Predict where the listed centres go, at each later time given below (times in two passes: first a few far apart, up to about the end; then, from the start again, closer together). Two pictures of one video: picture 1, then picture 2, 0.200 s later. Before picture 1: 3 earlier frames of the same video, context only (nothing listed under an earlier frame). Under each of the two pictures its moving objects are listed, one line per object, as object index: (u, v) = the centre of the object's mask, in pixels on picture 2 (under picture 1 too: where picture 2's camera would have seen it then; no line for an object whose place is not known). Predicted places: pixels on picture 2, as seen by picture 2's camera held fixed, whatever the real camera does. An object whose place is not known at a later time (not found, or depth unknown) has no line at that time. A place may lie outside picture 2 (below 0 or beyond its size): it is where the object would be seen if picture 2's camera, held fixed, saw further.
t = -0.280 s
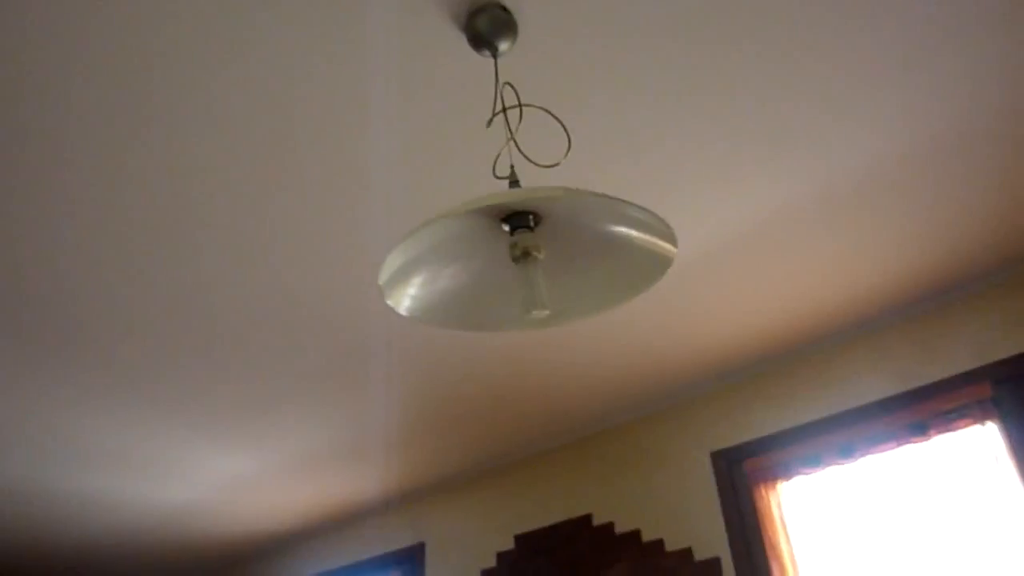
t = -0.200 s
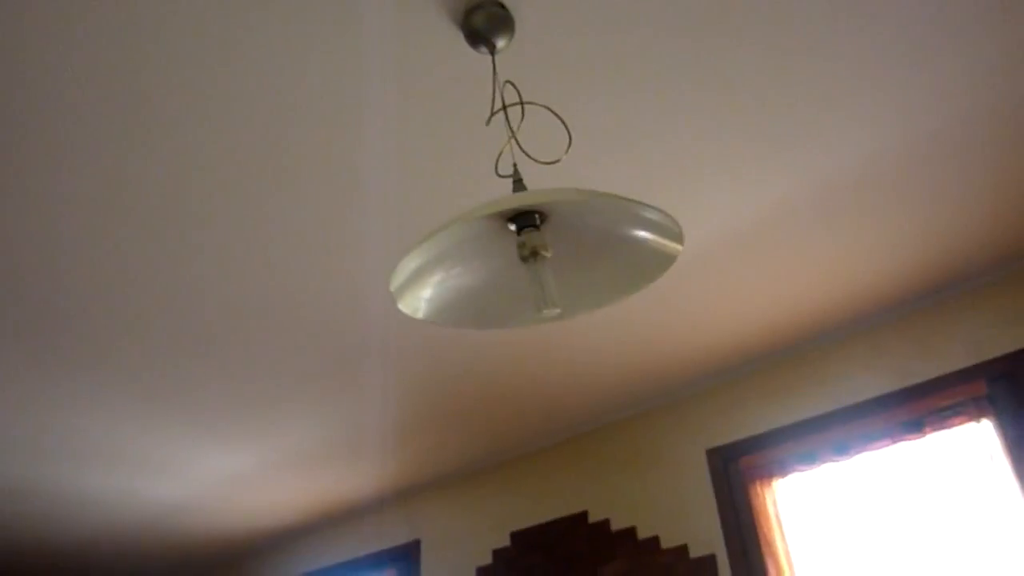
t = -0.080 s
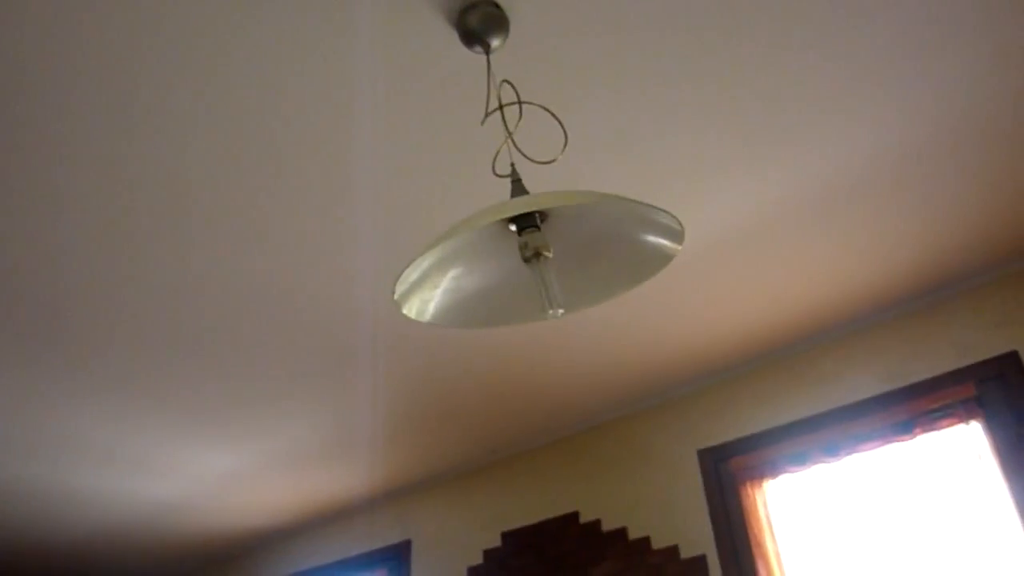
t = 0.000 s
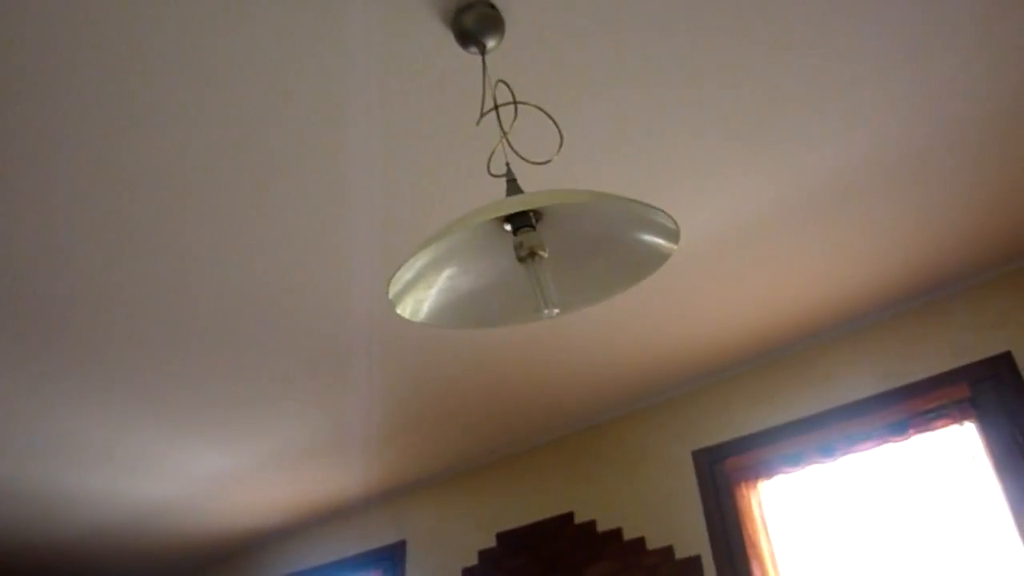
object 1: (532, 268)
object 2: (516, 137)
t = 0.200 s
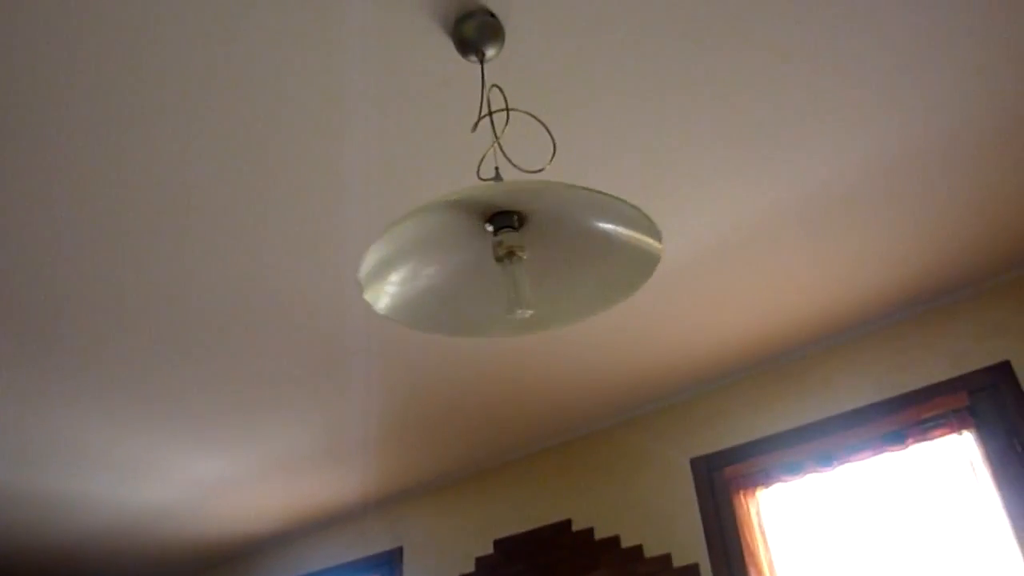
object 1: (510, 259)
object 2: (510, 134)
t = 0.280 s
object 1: (495, 254)
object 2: (508, 130)
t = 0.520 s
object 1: (451, 236)
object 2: (483, 109)
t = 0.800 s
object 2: (481, 114)
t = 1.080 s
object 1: (492, 264)
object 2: (499, 139)
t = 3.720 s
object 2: (482, 110)
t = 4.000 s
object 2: (500, 134)
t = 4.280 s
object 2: (505, 133)
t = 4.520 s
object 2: (492, 120)
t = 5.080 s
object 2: (486, 106)
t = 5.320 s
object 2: (496, 122)
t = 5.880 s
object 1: (515, 258)
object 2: (505, 132)
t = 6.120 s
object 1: (476, 245)
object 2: (490, 110)
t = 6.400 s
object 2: (484, 108)
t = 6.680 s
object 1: (482, 254)
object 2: (490, 118)
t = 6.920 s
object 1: (519, 265)
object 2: (507, 135)
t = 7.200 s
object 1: (523, 263)
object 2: (508, 133)
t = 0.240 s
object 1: (503, 257)
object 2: (509, 133)
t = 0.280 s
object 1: (495, 254)
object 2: (508, 130)
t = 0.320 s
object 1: (487, 250)
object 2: (494, 118)
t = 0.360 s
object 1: (479, 247)
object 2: (491, 115)
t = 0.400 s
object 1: (471, 243)
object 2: (489, 113)
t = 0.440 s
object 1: (463, 240)
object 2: (486, 111)
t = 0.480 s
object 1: (457, 238)
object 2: (484, 109)
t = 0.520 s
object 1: (451, 236)
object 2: (483, 109)
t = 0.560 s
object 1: (449, 236)
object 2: (483, 110)
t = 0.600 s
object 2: (483, 110)
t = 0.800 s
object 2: (481, 114)
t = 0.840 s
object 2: (482, 116)
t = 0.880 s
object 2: (483, 120)
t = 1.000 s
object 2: (497, 137)
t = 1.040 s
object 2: (498, 138)
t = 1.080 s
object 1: (492, 264)
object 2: (499, 139)
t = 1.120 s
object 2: (501, 138)
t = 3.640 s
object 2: (480, 107)
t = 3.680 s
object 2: (480, 109)
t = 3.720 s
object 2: (482, 110)
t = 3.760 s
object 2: (483, 112)
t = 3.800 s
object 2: (484, 115)
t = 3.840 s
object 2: (486, 117)
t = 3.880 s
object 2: (487, 123)
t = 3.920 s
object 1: (492, 258)
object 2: (496, 134)
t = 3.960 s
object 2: (498, 134)
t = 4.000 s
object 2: (500, 134)
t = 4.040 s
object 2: (502, 134)
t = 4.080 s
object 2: (503, 134)
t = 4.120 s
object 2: (504, 135)
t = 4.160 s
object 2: (505, 134)
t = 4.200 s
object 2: (505, 134)
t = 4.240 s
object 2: (505, 134)
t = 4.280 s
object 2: (505, 133)
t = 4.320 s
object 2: (505, 133)
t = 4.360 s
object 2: (504, 133)
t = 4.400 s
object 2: (504, 133)
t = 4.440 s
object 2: (503, 132)
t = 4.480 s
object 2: (494, 122)
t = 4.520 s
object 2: (492, 120)
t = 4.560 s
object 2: (491, 114)
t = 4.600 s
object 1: (484, 250)
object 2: (487, 112)
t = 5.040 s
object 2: (485, 106)
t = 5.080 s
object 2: (486, 106)
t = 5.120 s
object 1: (463, 241)
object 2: (486, 108)
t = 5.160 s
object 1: (469, 244)
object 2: (488, 110)
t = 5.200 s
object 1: (474, 247)
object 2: (491, 114)
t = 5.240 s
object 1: (482, 249)
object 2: (493, 116)
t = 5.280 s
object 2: (495, 116)
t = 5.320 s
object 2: (496, 122)
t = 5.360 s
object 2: (498, 123)
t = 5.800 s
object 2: (507, 132)
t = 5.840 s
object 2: (506, 132)
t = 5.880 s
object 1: (515, 258)
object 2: (505, 132)
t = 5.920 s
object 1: (510, 256)
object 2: (496, 122)
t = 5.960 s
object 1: (505, 255)
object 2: (495, 120)
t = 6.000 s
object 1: (497, 252)
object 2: (495, 116)
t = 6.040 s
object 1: (490, 249)
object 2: (494, 114)
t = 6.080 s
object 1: (482, 247)
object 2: (491, 111)
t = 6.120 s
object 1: (476, 245)
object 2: (490, 110)
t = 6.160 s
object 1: (470, 242)
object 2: (488, 109)
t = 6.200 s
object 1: (464, 240)
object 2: (486, 107)
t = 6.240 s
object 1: (460, 238)
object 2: (485, 106)
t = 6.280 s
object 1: (457, 237)
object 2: (484, 106)
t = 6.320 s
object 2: (484, 106)
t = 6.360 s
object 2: (486, 110)
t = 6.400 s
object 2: (484, 108)
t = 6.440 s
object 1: (453, 239)
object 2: (483, 109)
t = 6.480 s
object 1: (455, 240)
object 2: (483, 109)
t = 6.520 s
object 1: (458, 240)
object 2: (484, 110)
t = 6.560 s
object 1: (463, 243)
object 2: (485, 113)
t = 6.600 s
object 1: (471, 248)
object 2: (488, 115)
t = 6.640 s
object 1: (474, 250)
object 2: (488, 117)
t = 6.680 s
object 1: (482, 254)
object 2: (490, 118)
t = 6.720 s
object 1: (489, 257)
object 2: (491, 125)
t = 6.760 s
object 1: (495, 260)
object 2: (501, 135)
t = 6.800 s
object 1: (502, 262)
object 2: (503, 135)
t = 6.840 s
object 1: (509, 264)
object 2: (505, 135)
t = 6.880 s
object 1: (515, 265)
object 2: (506, 136)
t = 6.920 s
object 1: (519, 265)
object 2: (507, 135)
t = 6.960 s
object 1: (521, 265)
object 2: (507, 135)
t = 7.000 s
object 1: (524, 265)
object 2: (508, 135)
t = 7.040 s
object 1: (525, 265)
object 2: (509, 135)
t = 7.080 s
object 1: (527, 265)
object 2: (509, 135)
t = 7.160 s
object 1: (526, 264)
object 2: (509, 134)
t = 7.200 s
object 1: (523, 263)
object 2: (508, 133)
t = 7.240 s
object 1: (520, 262)
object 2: (508, 133)
